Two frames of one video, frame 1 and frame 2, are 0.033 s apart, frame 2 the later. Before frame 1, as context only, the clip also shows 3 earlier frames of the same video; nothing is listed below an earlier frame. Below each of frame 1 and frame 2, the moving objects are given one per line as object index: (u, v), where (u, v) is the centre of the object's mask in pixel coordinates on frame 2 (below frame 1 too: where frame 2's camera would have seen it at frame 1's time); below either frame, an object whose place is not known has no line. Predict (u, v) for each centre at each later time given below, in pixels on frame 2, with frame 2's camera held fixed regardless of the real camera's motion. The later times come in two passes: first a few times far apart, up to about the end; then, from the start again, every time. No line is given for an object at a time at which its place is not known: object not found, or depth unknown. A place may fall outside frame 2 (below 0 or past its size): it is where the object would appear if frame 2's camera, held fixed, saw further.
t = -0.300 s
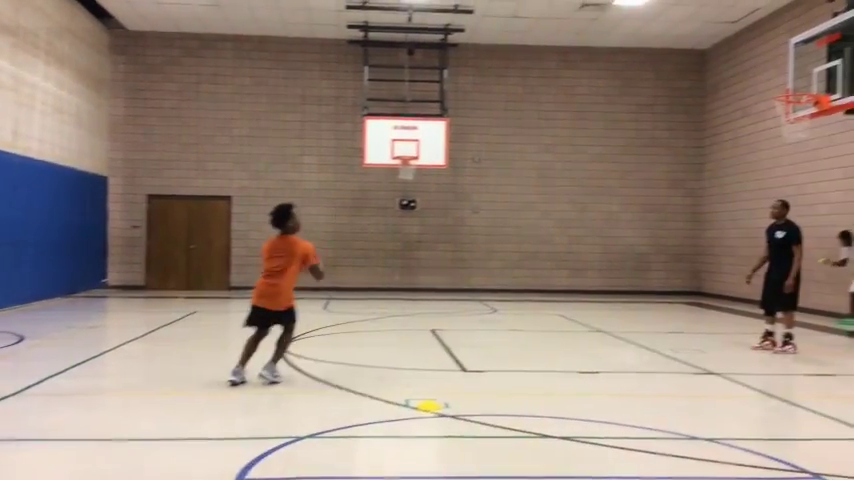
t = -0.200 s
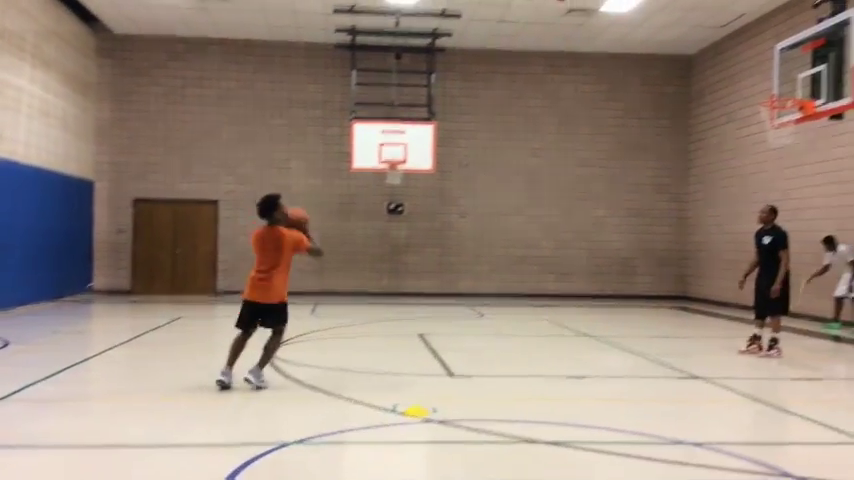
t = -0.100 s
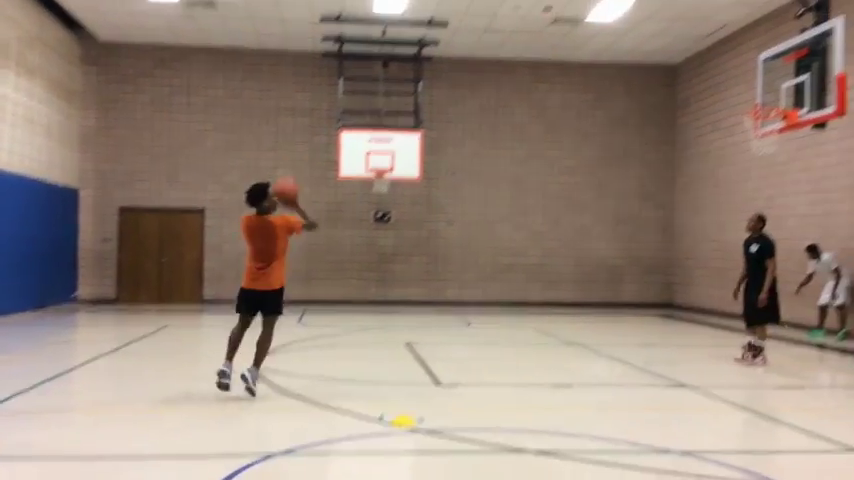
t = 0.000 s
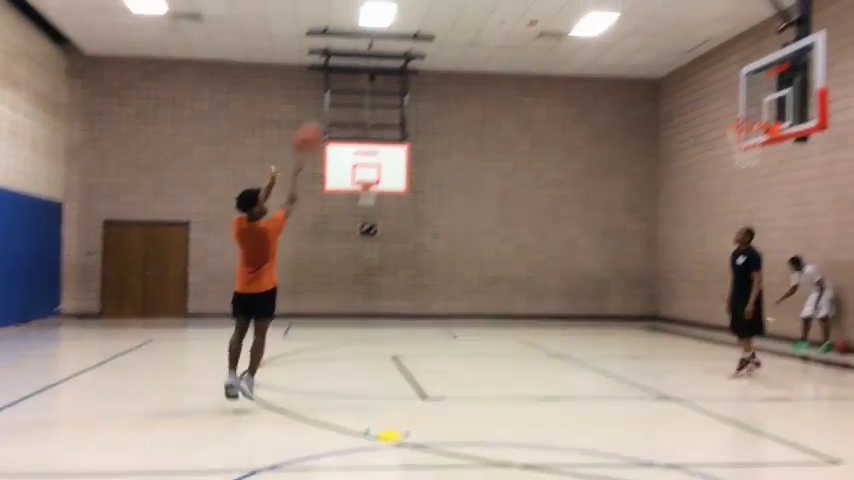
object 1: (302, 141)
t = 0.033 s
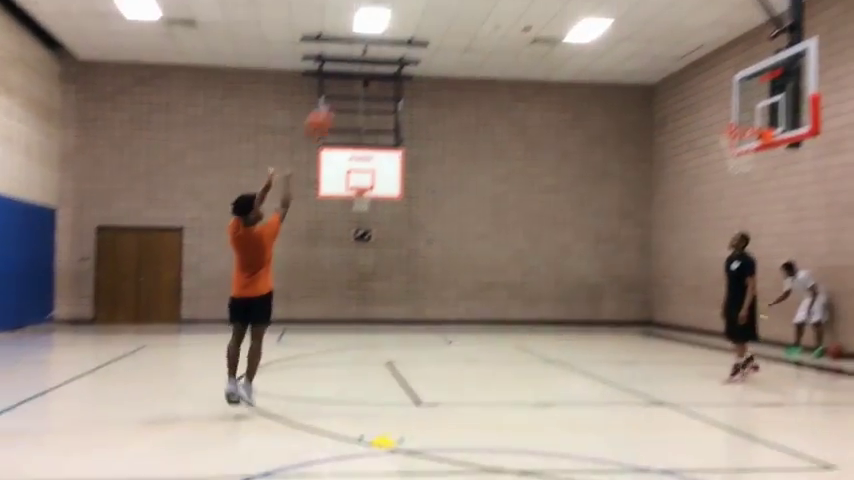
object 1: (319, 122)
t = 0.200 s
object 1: (398, 40)
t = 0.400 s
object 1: (483, -17)
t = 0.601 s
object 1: (559, -35)
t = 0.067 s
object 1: (337, 101)
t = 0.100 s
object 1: (352, 86)
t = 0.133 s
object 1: (366, 71)
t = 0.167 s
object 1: (383, 54)
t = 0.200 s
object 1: (398, 40)
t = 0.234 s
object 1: (413, 28)
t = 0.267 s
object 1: (428, 16)
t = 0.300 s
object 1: (442, 6)
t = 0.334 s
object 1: (456, -3)
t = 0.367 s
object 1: (470, -11)
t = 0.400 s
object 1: (483, -17)
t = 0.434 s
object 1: (497, -24)
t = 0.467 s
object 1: (510, -28)
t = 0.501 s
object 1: (522, -32)
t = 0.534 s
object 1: (534, -34)
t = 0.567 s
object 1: (546, -35)
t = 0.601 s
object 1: (559, -35)
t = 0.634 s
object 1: (570, -34)
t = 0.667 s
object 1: (581, -32)
